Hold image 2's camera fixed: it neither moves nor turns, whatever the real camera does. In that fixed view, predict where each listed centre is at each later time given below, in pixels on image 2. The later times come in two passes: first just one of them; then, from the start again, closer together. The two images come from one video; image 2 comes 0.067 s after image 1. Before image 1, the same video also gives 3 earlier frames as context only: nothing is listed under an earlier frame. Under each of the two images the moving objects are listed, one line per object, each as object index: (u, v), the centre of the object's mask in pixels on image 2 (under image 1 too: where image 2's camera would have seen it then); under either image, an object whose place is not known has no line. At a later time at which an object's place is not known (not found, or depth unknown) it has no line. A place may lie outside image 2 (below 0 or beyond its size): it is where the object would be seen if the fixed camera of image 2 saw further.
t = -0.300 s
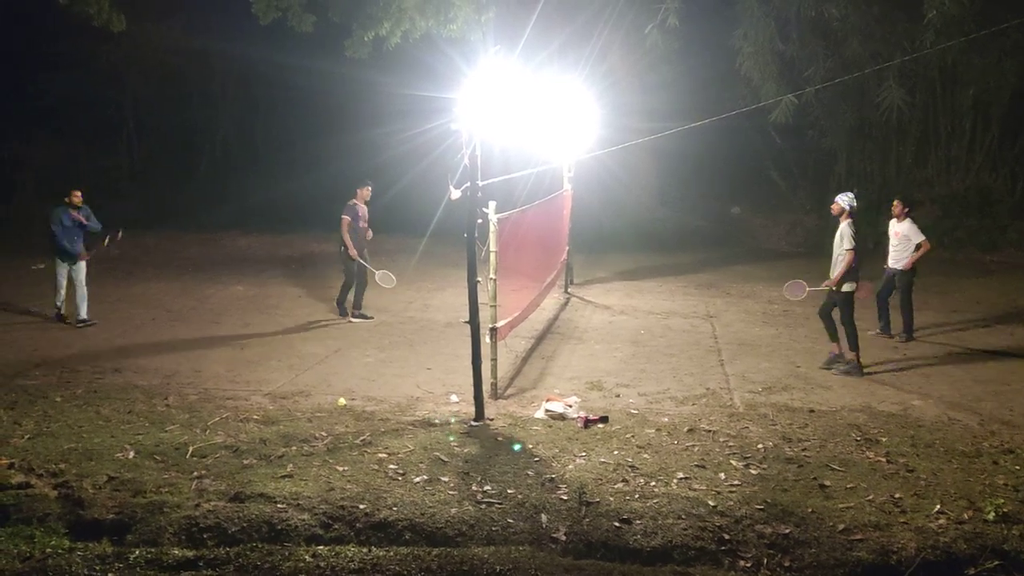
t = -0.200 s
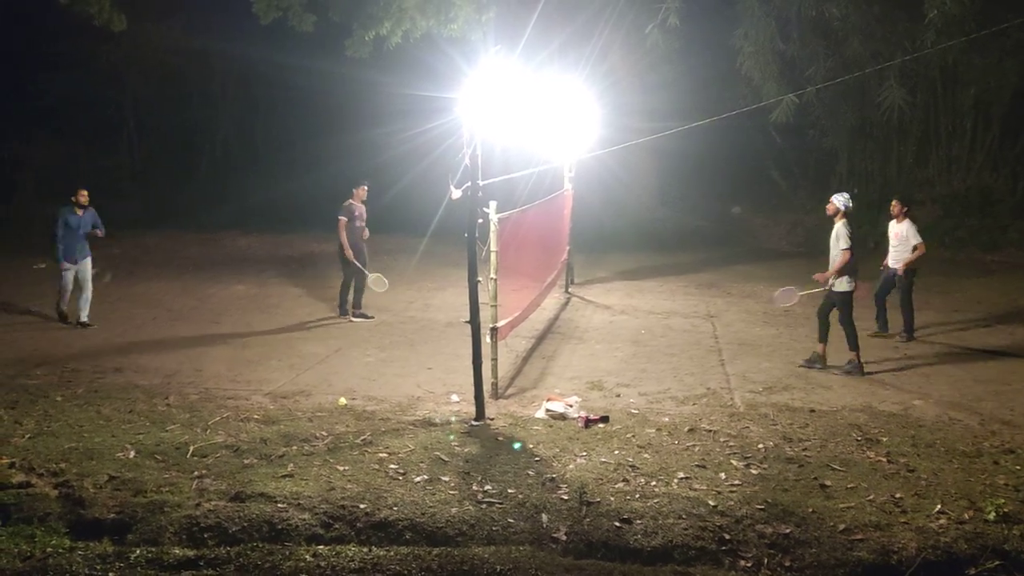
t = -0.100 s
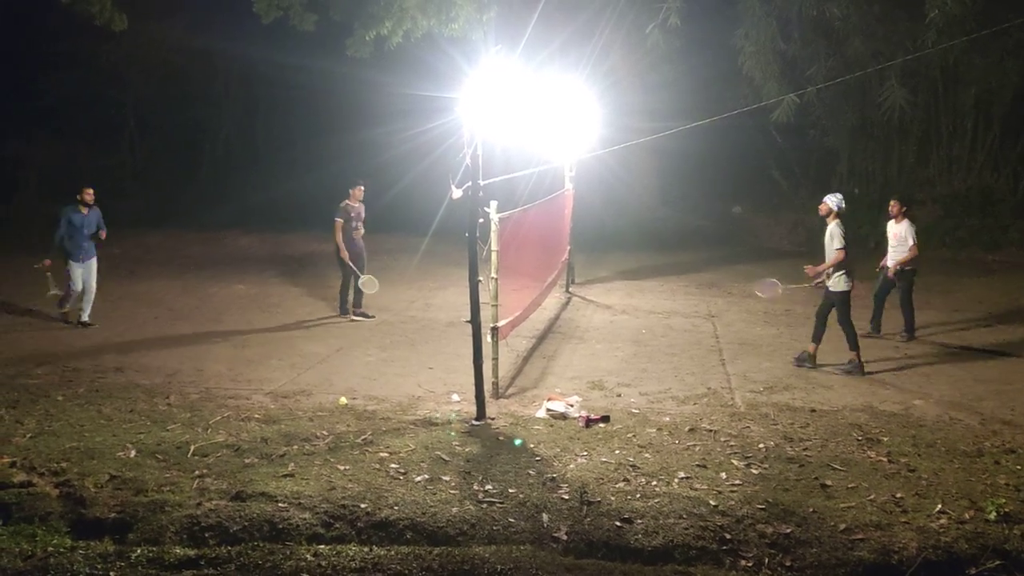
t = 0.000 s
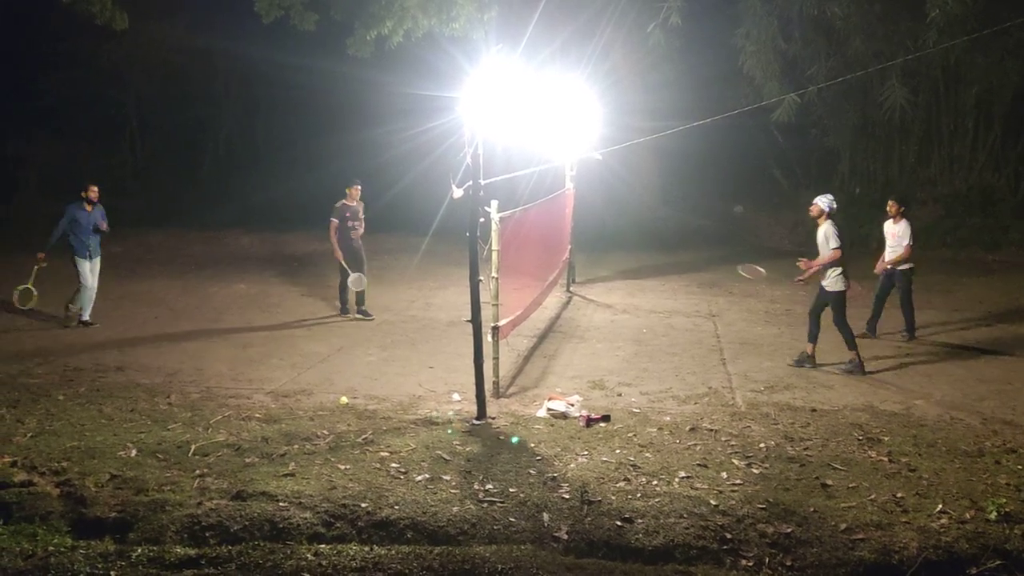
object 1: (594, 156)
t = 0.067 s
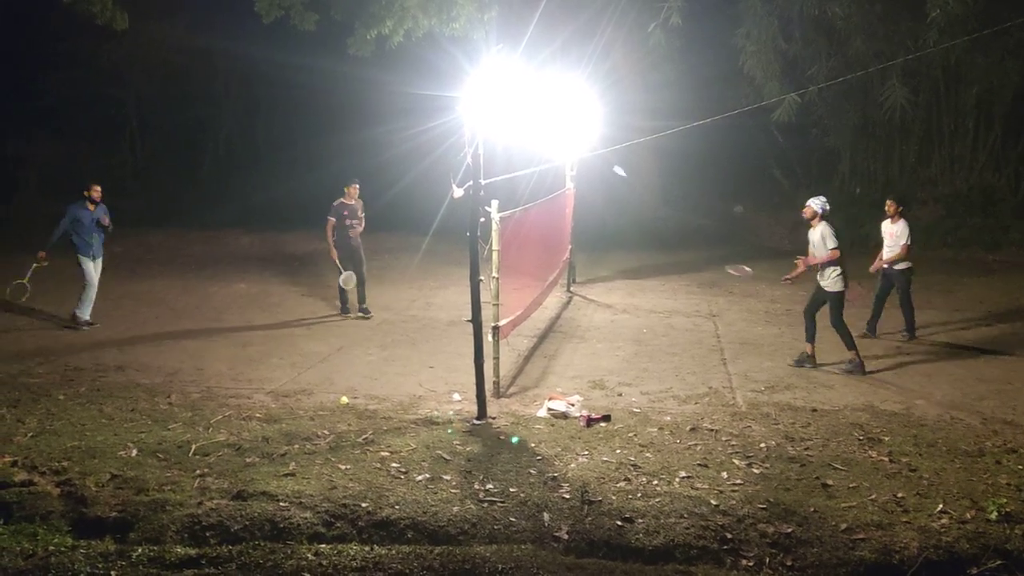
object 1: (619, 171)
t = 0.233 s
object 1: (668, 225)
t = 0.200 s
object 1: (659, 213)
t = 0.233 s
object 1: (668, 225)
